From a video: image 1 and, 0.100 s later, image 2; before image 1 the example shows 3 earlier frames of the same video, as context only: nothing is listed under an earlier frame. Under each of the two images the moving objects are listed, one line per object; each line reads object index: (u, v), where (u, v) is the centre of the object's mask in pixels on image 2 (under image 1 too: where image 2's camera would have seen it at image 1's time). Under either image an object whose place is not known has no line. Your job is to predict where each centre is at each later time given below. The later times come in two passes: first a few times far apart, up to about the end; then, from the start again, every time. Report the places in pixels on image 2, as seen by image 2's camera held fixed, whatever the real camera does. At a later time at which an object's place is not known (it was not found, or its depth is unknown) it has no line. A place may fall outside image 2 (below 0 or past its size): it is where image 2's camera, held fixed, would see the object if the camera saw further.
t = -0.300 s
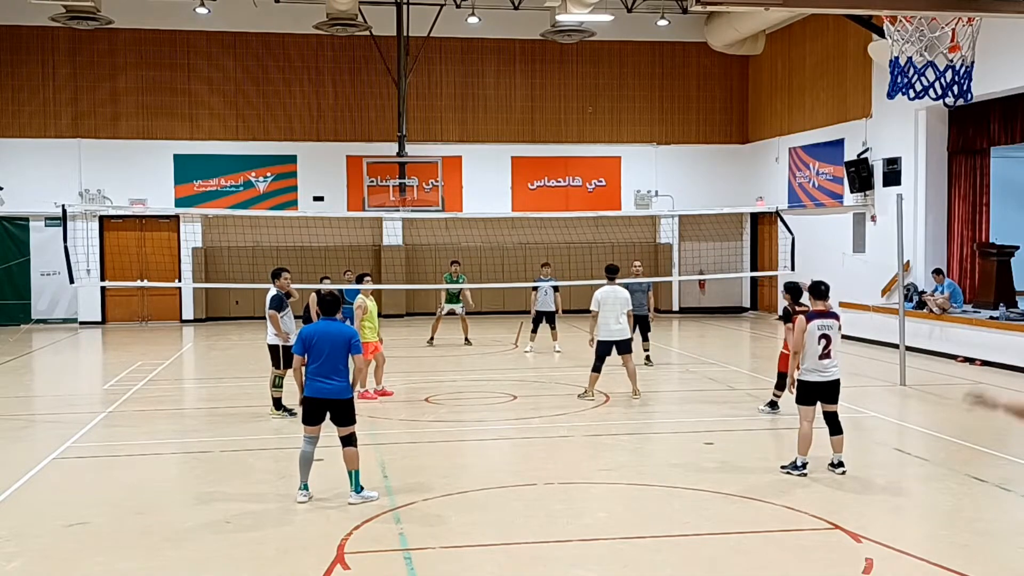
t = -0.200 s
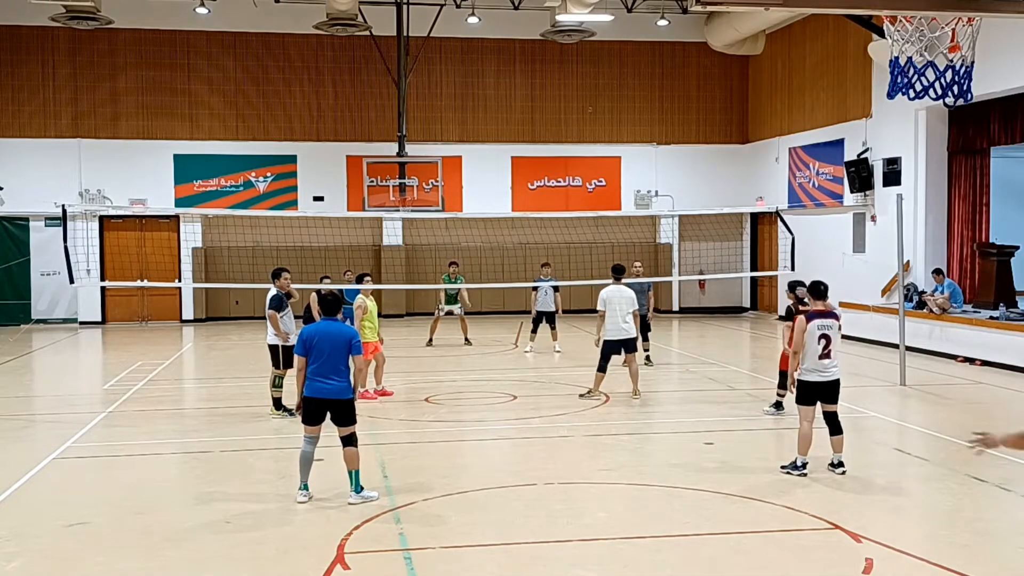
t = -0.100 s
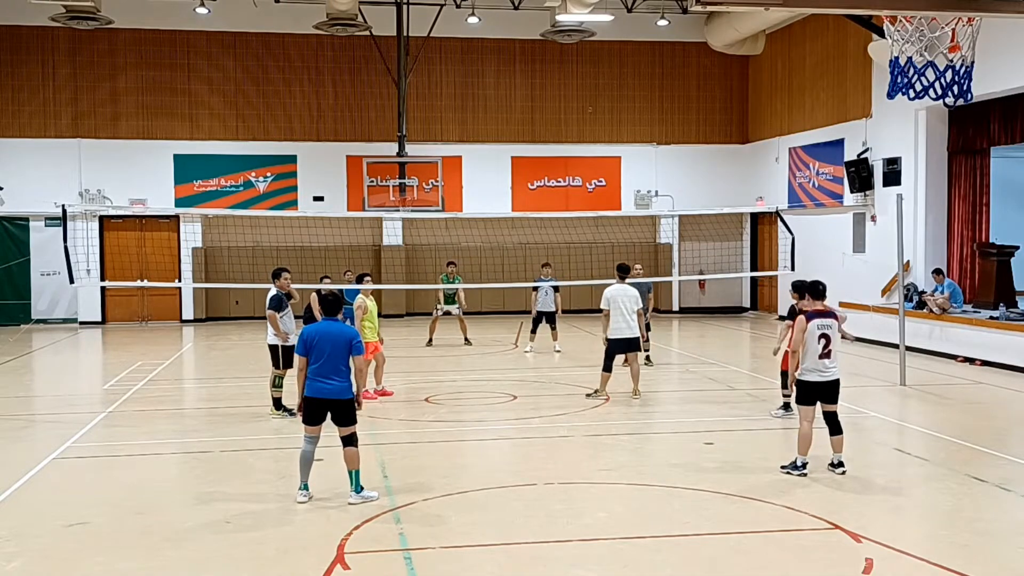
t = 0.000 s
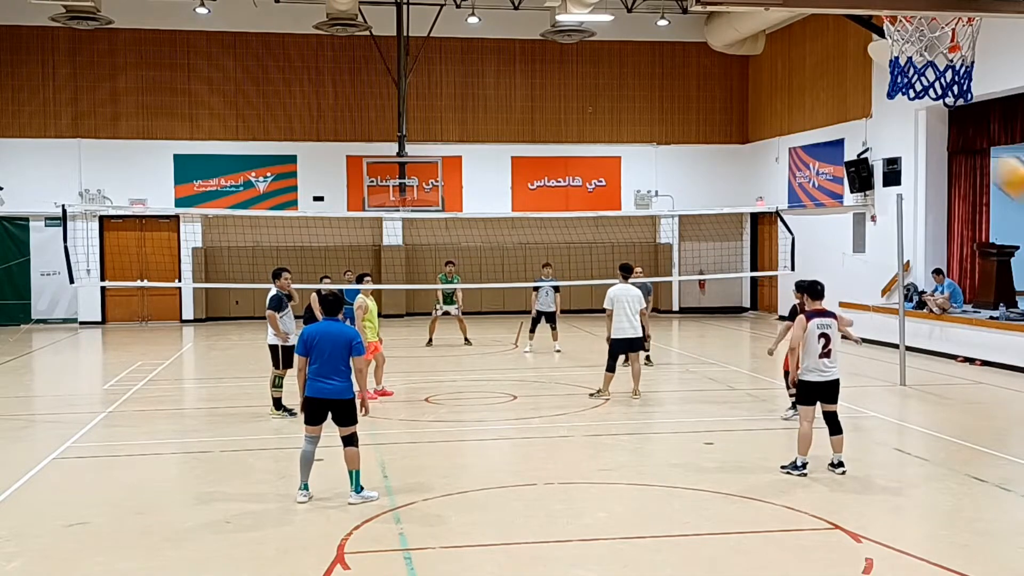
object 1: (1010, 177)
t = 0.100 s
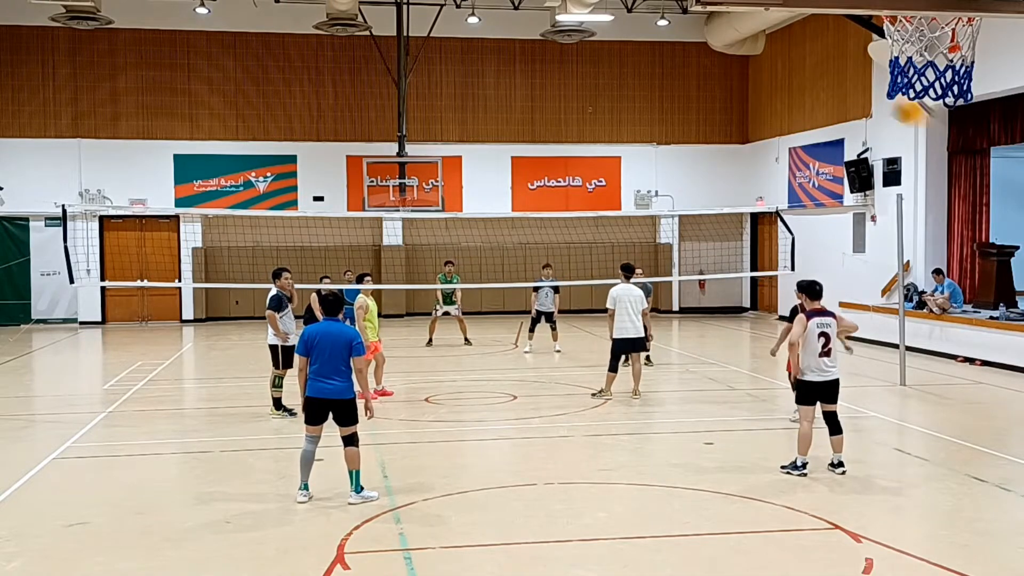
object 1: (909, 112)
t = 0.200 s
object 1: (834, 72)
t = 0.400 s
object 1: (728, 57)
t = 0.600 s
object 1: (660, 84)
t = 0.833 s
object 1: (606, 143)
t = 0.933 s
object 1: (588, 174)
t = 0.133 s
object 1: (875, 91)
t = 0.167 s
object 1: (855, 81)
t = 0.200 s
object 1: (834, 72)
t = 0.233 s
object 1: (812, 65)
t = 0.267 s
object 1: (793, 60)
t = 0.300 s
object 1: (775, 57)
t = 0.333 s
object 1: (758, 56)
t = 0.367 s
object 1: (743, 56)
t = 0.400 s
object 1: (728, 57)
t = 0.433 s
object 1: (714, 60)
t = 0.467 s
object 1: (703, 63)
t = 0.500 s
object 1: (691, 67)
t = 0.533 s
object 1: (680, 72)
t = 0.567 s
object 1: (670, 78)
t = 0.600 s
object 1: (660, 84)
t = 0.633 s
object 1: (651, 92)
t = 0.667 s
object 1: (642, 99)
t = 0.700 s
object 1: (633, 107)
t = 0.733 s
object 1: (626, 116)
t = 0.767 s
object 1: (619, 125)
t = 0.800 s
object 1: (612, 134)
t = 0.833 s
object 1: (606, 143)
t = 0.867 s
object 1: (600, 154)
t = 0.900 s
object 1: (594, 164)
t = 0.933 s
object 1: (588, 174)
